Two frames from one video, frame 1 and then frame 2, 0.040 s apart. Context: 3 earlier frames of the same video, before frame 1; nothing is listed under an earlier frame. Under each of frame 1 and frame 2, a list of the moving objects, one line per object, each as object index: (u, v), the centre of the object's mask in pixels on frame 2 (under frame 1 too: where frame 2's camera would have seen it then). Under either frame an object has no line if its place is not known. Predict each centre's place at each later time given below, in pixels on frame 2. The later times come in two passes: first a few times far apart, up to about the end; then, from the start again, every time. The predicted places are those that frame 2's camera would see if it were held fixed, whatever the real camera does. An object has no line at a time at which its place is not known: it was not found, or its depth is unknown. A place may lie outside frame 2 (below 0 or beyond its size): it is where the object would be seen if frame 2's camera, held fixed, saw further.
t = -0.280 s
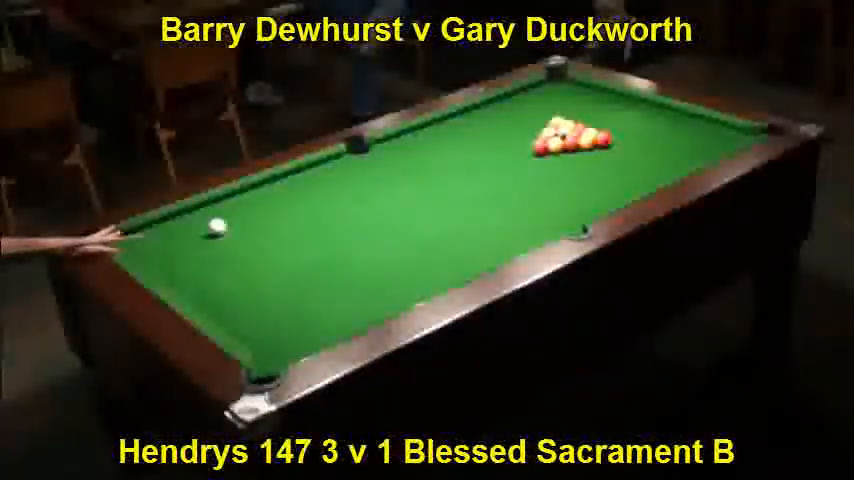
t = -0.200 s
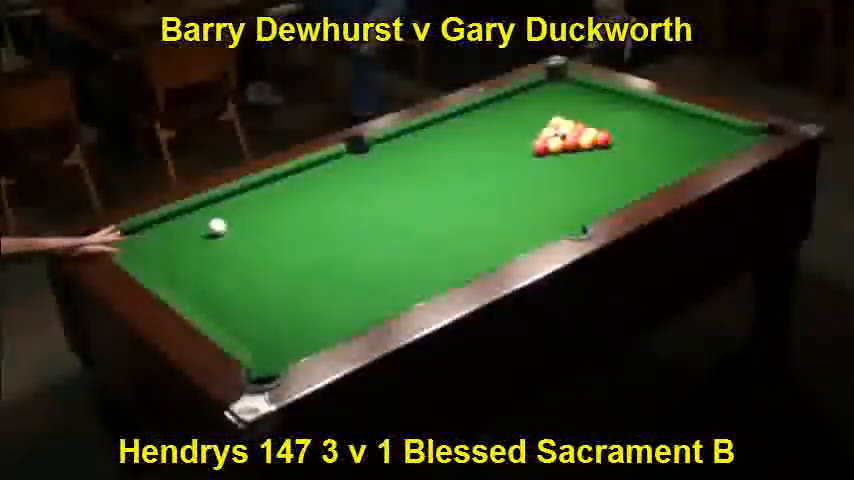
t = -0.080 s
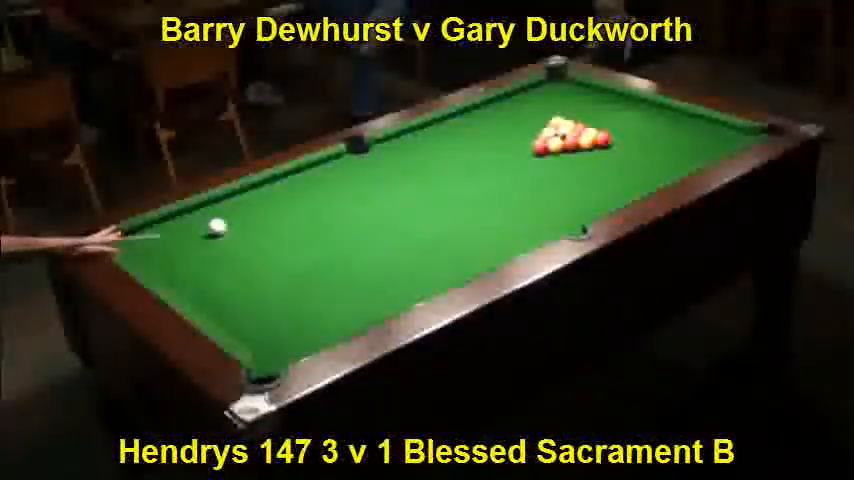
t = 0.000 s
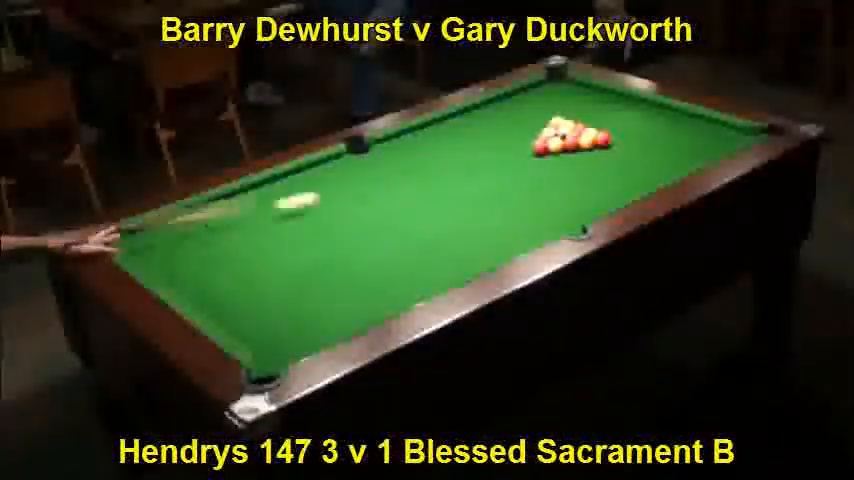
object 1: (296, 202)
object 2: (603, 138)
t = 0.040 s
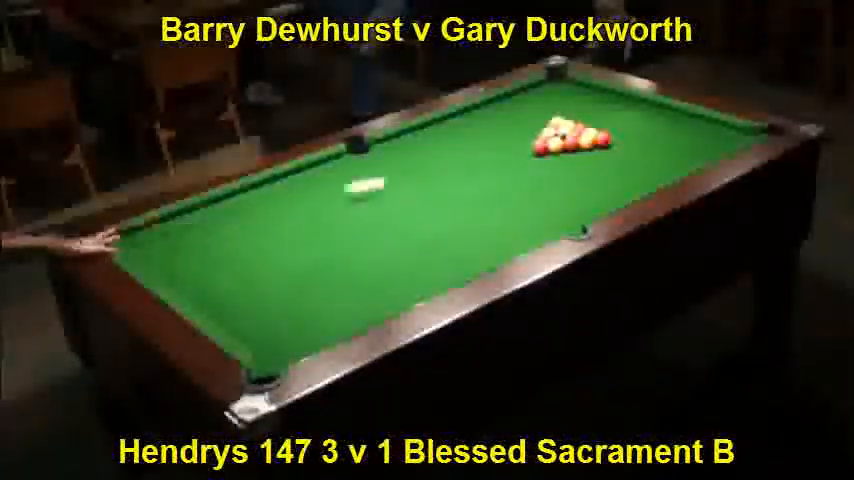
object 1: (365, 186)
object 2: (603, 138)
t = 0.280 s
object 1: (552, 169)
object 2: (684, 132)
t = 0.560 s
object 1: (624, 188)
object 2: (711, 144)
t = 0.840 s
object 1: (609, 184)
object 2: (631, 155)
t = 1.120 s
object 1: (601, 192)
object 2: (552, 166)
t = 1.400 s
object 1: (602, 198)
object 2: (476, 176)
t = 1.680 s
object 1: (600, 202)
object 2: (403, 186)
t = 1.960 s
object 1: (595, 202)
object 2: (331, 197)
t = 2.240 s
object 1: (595, 203)
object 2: (266, 206)
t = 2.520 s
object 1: (595, 203)
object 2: (203, 216)
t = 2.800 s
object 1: (596, 203)
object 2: (151, 225)
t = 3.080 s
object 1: (596, 203)
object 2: (126, 242)
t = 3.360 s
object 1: (596, 203)
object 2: (143, 241)
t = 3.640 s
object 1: (595, 202)
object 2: (167, 237)
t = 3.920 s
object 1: (595, 203)
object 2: (186, 234)
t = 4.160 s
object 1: (595, 203)
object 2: (198, 232)
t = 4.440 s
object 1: (595, 202)
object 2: (208, 230)
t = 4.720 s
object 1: (595, 203)
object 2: (215, 228)
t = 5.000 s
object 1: (595, 203)
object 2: (217, 228)
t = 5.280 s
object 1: (595, 203)
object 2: (217, 228)
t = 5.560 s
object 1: (595, 203)
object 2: (217, 228)
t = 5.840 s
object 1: (595, 203)
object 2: (217, 228)
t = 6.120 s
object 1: (595, 203)
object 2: (217, 228)
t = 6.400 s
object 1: (595, 203)
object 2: (217, 228)
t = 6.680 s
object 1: (595, 203)
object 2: (218, 228)
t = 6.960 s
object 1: (595, 203)
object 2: (218, 228)
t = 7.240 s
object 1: (595, 203)
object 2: (218, 228)
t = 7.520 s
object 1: (593, 203)
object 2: (218, 228)
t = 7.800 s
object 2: (218, 228)
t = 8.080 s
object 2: (218, 228)
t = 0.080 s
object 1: (429, 173)
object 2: (603, 138)
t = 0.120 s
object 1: (491, 157)
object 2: (603, 138)
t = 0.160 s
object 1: (531, 151)
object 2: (610, 138)
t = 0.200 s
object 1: (537, 158)
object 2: (638, 135)
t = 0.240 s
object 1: (544, 163)
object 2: (661, 134)
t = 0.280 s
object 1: (552, 169)
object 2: (684, 132)
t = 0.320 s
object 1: (561, 174)
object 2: (704, 129)
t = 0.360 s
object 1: (570, 177)
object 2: (722, 128)
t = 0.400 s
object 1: (580, 181)
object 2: (732, 129)
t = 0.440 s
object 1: (591, 183)
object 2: (731, 134)
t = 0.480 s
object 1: (602, 186)
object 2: (730, 139)
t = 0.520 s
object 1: (613, 188)
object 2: (721, 141)
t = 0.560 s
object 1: (624, 188)
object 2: (711, 144)
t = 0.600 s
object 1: (628, 187)
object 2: (700, 146)
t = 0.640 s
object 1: (629, 184)
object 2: (688, 148)
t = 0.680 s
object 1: (627, 182)
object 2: (675, 150)
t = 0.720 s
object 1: (621, 184)
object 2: (664, 151)
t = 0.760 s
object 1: (617, 184)
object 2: (653, 152)
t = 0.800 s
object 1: (613, 184)
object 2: (642, 154)
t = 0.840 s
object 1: (609, 184)
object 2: (631, 155)
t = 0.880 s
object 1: (604, 184)
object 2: (619, 157)
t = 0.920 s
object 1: (600, 185)
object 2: (607, 158)
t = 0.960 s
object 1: (600, 186)
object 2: (598, 159)
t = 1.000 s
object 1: (601, 188)
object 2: (586, 161)
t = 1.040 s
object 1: (601, 190)
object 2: (575, 163)
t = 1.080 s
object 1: (601, 191)
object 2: (563, 164)
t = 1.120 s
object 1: (601, 192)
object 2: (552, 166)
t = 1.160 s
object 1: (602, 193)
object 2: (541, 166)
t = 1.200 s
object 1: (602, 194)
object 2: (530, 168)
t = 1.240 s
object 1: (602, 195)
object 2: (519, 170)
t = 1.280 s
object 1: (602, 196)
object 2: (508, 171)
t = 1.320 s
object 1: (602, 196)
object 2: (497, 172)
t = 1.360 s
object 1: (602, 198)
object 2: (487, 174)
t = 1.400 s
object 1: (602, 198)
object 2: (476, 176)
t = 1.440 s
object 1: (602, 199)
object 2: (465, 177)
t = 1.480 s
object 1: (602, 200)
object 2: (454, 178)
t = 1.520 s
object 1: (602, 201)
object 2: (444, 180)
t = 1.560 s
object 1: (603, 201)
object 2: (433, 182)
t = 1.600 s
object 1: (602, 202)
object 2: (423, 184)
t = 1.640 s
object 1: (600, 202)
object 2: (413, 185)
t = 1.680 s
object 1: (600, 202)
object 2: (403, 186)
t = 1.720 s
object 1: (599, 202)
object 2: (392, 187)
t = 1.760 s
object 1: (598, 202)
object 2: (382, 189)
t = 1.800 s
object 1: (598, 203)
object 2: (372, 191)
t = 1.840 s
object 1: (597, 202)
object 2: (362, 192)
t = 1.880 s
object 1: (596, 202)
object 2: (352, 194)
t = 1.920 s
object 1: (596, 202)
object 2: (341, 195)
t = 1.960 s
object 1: (595, 202)
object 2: (331, 197)
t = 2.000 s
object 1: (595, 202)
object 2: (322, 198)
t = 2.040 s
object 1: (595, 203)
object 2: (312, 200)
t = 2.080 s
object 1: (595, 202)
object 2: (303, 201)
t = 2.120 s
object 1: (595, 202)
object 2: (294, 202)
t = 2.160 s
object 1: (595, 203)
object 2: (284, 203)
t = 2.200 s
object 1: (595, 203)
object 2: (276, 204)
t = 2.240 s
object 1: (595, 203)
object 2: (266, 206)
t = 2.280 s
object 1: (595, 203)
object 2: (257, 207)
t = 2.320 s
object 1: (596, 203)
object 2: (247, 210)
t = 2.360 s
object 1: (596, 203)
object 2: (238, 211)
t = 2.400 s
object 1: (596, 203)
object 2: (229, 211)
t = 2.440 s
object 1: (596, 203)
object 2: (221, 213)
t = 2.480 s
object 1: (596, 203)
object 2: (212, 215)
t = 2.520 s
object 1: (595, 203)
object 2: (203, 216)
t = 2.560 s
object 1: (595, 203)
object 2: (195, 217)
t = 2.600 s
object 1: (596, 203)
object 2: (187, 217)
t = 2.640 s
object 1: (596, 203)
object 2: (179, 218)
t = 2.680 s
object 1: (596, 203)
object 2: (170, 219)
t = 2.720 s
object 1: (596, 203)
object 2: (161, 221)
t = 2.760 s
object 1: (596, 203)
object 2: (156, 223)
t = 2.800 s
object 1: (596, 203)
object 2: (151, 225)
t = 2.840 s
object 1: (596, 203)
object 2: (148, 228)
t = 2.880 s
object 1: (596, 203)
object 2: (144, 230)
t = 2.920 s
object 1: (596, 203)
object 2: (141, 233)
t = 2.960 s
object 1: (596, 203)
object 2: (137, 235)
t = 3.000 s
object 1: (596, 203)
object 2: (134, 238)
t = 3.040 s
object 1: (596, 203)
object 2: (132, 238)
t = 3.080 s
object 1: (596, 203)
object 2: (126, 242)
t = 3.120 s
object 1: (596, 203)
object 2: (123, 243)
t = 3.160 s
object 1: (596, 203)
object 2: (125, 243)
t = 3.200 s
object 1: (596, 203)
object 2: (129, 243)
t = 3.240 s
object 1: (596, 203)
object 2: (132, 243)
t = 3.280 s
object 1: (596, 203)
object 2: (136, 242)
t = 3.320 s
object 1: (596, 203)
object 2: (140, 241)
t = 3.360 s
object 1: (596, 203)
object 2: (143, 241)
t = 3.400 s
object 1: (596, 203)
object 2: (147, 241)
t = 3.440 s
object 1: (595, 203)
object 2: (150, 240)
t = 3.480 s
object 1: (595, 203)
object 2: (153, 239)
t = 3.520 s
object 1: (595, 203)
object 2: (157, 238)
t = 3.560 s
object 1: (595, 202)
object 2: (161, 238)
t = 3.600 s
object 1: (595, 202)
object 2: (163, 238)
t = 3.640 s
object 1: (595, 202)
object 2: (167, 237)
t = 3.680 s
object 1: (595, 202)
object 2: (170, 236)
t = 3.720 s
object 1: (595, 203)
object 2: (173, 236)
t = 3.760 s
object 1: (595, 203)
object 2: (176, 235)
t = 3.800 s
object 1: (595, 203)
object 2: (178, 235)
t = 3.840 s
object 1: (595, 202)
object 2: (181, 234)
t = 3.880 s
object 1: (595, 203)
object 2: (183, 234)
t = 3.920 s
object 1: (595, 203)
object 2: (186, 234)
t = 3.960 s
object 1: (595, 203)
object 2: (188, 233)
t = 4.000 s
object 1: (595, 202)
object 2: (190, 233)
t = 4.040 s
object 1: (595, 202)
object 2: (192, 233)
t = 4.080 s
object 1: (595, 202)
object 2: (194, 233)
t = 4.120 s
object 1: (595, 202)
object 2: (196, 232)
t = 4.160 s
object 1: (595, 203)
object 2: (198, 232)
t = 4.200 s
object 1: (595, 203)
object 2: (200, 231)
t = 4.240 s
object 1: (595, 203)
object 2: (201, 231)
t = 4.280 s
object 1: (595, 202)
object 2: (203, 231)
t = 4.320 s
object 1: (595, 202)
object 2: (204, 230)
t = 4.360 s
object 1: (595, 202)
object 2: (206, 230)
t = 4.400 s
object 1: (595, 202)
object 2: (207, 230)
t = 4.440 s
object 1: (595, 202)
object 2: (208, 230)
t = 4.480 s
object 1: (595, 203)
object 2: (210, 229)
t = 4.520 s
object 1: (595, 203)
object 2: (211, 229)
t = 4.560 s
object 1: (595, 203)
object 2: (212, 229)
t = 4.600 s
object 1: (595, 203)
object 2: (213, 229)
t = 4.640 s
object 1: (595, 203)
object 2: (214, 228)
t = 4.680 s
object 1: (595, 203)
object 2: (215, 229)
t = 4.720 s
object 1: (595, 203)
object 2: (215, 228)
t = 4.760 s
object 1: (595, 203)
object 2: (216, 228)
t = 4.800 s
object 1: (595, 203)
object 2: (217, 228)
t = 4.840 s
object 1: (595, 203)
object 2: (217, 228)
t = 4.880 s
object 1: (595, 203)
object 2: (217, 228)
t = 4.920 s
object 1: (595, 203)
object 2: (217, 228)
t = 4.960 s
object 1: (595, 203)
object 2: (217, 228)
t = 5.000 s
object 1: (595, 203)
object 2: (217, 228)
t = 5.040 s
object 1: (595, 203)
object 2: (217, 228)
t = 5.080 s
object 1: (595, 203)
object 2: (217, 228)
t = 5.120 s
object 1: (595, 203)
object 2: (217, 228)
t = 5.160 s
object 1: (595, 203)
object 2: (217, 228)
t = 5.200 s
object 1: (595, 203)
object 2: (217, 228)
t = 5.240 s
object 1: (595, 203)
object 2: (217, 228)
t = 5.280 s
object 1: (595, 203)
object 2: (217, 228)
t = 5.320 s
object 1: (595, 203)
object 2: (217, 228)
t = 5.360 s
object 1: (595, 203)
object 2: (217, 228)
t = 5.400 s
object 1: (595, 203)
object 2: (217, 228)
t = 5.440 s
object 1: (595, 203)
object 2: (217, 228)
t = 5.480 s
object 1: (595, 203)
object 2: (217, 228)
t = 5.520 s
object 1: (595, 203)
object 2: (217, 228)
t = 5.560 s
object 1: (595, 203)
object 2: (217, 228)
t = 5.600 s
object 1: (595, 203)
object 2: (217, 228)
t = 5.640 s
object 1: (595, 203)
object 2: (217, 228)
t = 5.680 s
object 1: (595, 203)
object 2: (217, 228)
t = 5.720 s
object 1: (595, 203)
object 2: (217, 228)
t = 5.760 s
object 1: (595, 203)
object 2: (217, 228)
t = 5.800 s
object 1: (595, 203)
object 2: (217, 228)
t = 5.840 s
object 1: (595, 203)
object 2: (217, 228)
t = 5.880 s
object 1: (595, 203)
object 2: (217, 228)
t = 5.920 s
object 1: (595, 203)
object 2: (218, 228)
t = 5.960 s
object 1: (595, 203)
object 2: (217, 228)
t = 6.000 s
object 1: (595, 203)
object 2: (217, 228)
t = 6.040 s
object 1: (595, 203)
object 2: (217, 228)
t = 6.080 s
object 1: (595, 203)
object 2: (217, 228)
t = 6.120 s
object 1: (595, 203)
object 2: (217, 228)
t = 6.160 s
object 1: (595, 203)
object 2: (217, 228)
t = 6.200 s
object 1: (595, 203)
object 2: (217, 228)
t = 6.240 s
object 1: (595, 203)
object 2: (217, 228)
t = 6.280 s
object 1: (595, 203)
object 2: (217, 228)
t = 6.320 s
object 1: (595, 203)
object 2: (217, 228)
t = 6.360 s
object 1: (595, 203)
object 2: (217, 228)
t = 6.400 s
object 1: (595, 203)
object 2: (217, 228)
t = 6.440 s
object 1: (595, 203)
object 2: (218, 228)
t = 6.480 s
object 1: (595, 203)
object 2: (218, 228)
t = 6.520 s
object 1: (595, 203)
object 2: (218, 228)
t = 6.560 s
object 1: (595, 203)
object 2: (218, 228)
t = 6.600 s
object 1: (595, 203)
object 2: (218, 228)
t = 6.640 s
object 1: (595, 203)
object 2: (218, 228)
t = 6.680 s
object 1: (595, 203)
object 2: (218, 228)
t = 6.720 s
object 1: (595, 203)
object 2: (218, 228)
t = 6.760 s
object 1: (595, 203)
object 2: (217, 228)
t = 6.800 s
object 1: (595, 203)
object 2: (218, 228)
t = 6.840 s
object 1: (595, 203)
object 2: (217, 228)
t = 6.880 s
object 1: (595, 203)
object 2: (218, 228)
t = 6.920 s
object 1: (595, 203)
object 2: (218, 228)
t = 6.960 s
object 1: (595, 203)
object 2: (218, 228)
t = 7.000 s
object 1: (595, 203)
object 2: (218, 228)
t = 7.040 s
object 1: (595, 203)
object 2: (218, 228)
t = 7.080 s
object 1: (595, 203)
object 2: (218, 228)
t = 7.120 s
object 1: (595, 203)
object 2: (218, 228)
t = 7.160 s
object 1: (595, 203)
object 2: (218, 228)
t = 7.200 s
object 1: (595, 203)
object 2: (218, 228)
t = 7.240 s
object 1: (595, 203)
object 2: (218, 228)
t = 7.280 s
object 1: (595, 203)
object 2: (218, 228)
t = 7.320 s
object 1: (595, 203)
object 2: (218, 228)
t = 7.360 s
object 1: (595, 203)
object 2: (218, 228)
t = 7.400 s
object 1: (595, 203)
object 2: (218, 228)
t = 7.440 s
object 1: (595, 203)
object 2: (218, 228)
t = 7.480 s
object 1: (595, 203)
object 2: (218, 228)
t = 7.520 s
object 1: (593, 203)
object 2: (218, 228)
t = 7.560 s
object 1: (595, 203)
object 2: (218, 228)
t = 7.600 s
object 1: (595, 203)
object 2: (218, 228)
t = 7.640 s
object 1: (595, 203)
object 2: (218, 228)
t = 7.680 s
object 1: (592, 205)
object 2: (218, 228)
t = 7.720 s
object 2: (218, 228)
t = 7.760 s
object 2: (218, 228)
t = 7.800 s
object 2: (218, 228)
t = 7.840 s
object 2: (218, 228)
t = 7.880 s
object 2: (218, 228)
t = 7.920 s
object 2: (218, 228)
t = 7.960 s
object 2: (218, 228)
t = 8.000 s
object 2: (218, 228)
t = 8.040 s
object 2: (218, 228)
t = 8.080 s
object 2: (218, 228)
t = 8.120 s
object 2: (218, 228)
